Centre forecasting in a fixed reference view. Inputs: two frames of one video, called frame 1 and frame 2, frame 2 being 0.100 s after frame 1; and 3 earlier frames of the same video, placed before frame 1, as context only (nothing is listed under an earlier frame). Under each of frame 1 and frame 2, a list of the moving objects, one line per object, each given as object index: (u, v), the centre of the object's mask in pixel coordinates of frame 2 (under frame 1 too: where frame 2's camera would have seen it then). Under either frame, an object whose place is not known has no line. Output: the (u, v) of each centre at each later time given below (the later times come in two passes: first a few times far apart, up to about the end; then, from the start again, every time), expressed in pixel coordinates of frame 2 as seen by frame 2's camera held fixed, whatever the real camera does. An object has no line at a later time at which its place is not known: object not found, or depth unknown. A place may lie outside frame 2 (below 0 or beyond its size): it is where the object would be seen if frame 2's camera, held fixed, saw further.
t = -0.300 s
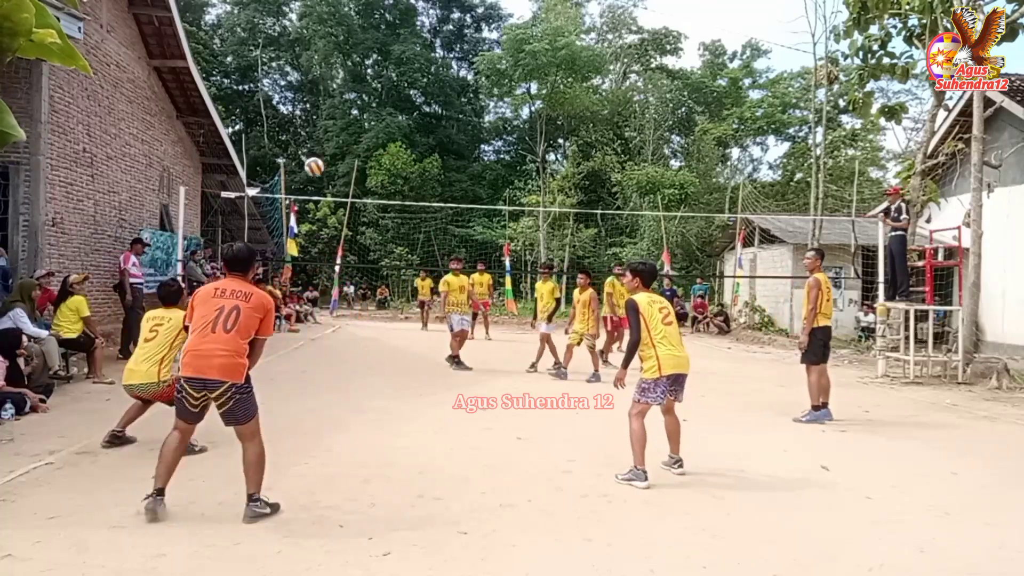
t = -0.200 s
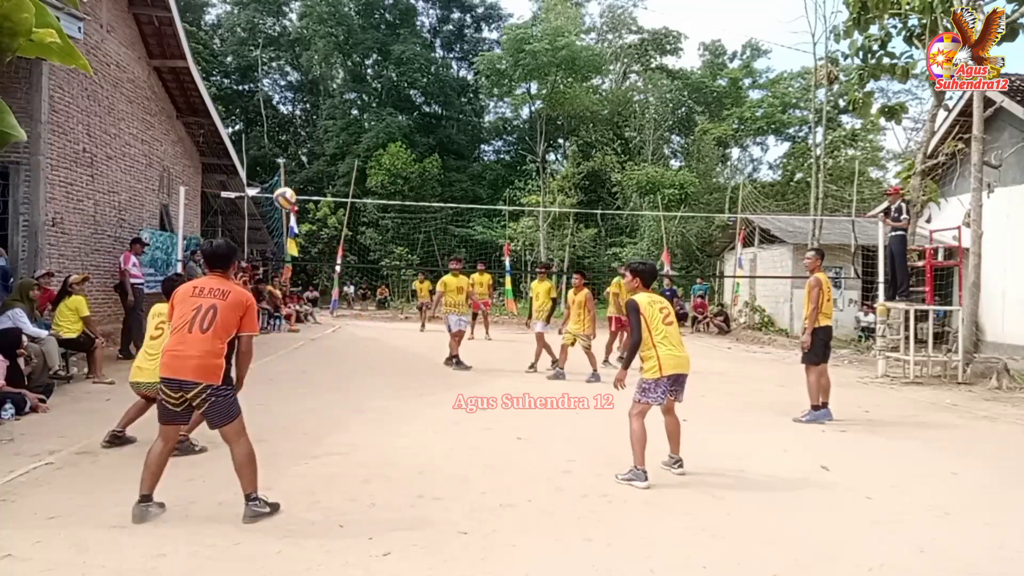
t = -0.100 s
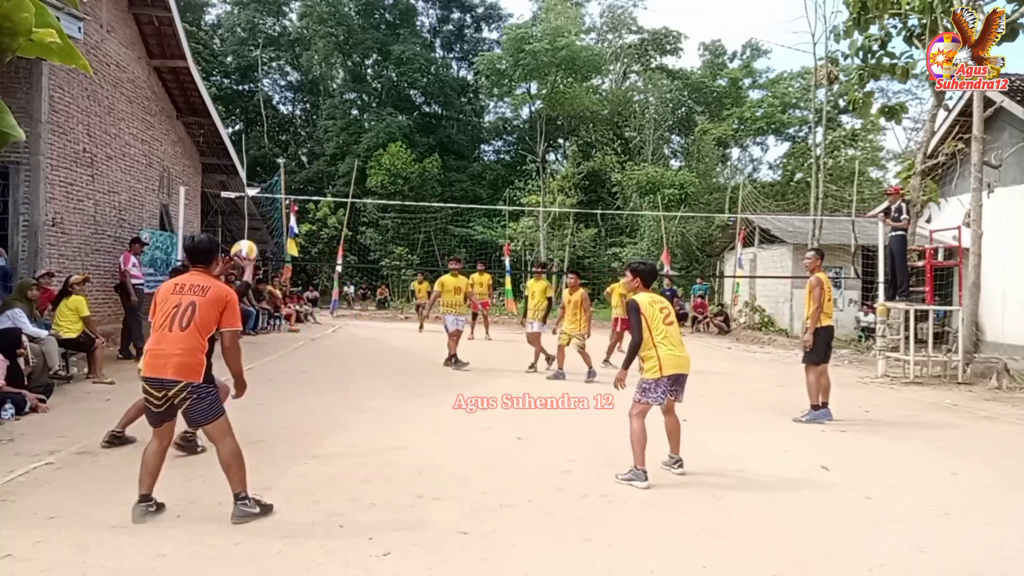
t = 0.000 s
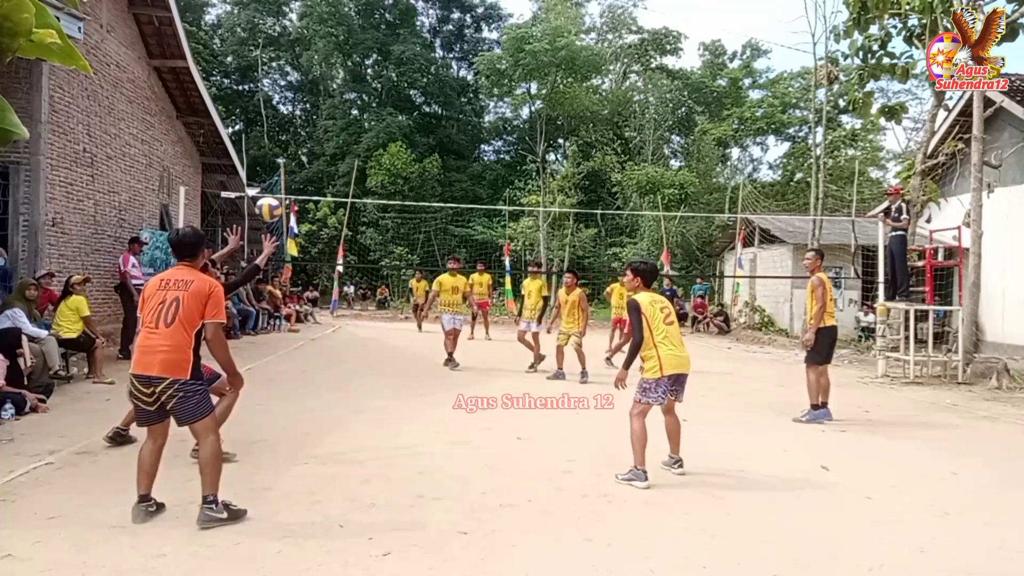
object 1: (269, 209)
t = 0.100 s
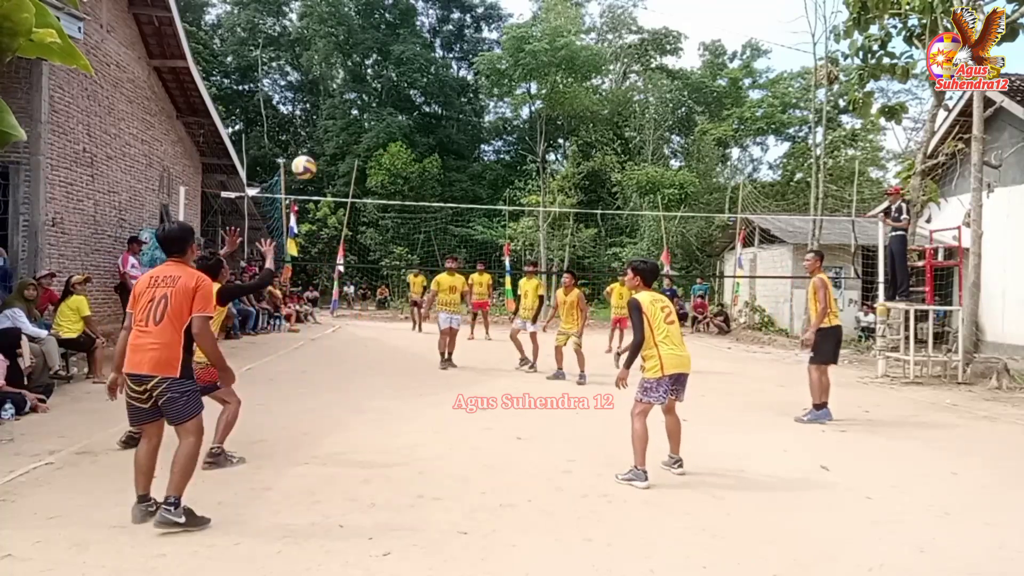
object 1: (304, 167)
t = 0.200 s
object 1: (334, 140)
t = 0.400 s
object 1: (386, 120)
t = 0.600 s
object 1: (428, 137)
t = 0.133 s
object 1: (314, 157)
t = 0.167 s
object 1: (325, 147)
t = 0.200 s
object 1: (334, 140)
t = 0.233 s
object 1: (344, 134)
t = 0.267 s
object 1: (354, 128)
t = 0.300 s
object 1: (362, 124)
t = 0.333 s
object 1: (371, 122)
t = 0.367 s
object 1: (378, 121)
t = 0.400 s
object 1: (386, 120)
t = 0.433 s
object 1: (394, 120)
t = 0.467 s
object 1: (401, 122)
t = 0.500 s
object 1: (408, 124)
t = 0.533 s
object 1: (415, 127)
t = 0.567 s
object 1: (422, 132)
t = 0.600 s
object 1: (428, 137)
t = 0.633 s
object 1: (434, 143)
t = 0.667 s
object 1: (440, 149)
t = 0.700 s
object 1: (446, 157)
